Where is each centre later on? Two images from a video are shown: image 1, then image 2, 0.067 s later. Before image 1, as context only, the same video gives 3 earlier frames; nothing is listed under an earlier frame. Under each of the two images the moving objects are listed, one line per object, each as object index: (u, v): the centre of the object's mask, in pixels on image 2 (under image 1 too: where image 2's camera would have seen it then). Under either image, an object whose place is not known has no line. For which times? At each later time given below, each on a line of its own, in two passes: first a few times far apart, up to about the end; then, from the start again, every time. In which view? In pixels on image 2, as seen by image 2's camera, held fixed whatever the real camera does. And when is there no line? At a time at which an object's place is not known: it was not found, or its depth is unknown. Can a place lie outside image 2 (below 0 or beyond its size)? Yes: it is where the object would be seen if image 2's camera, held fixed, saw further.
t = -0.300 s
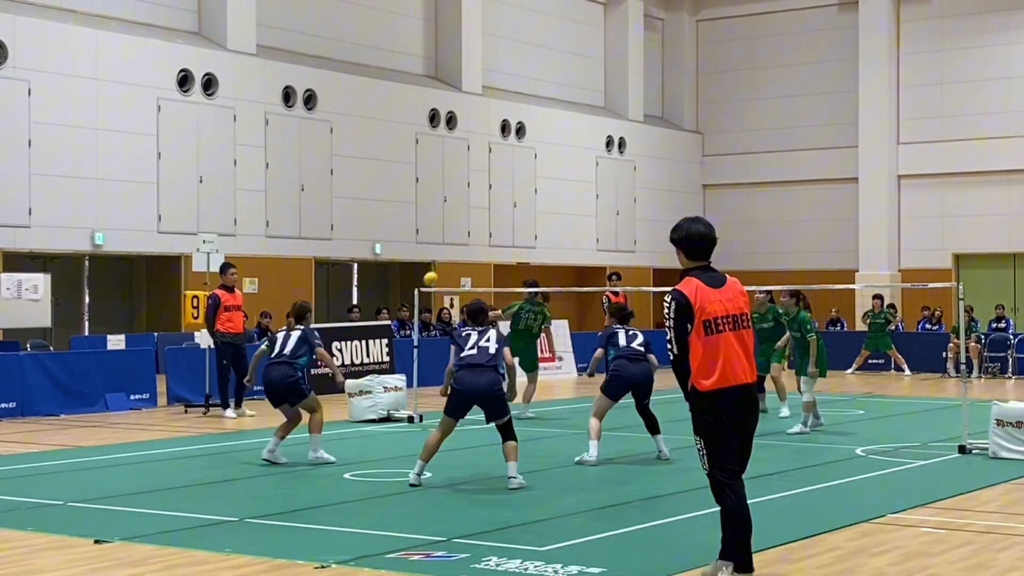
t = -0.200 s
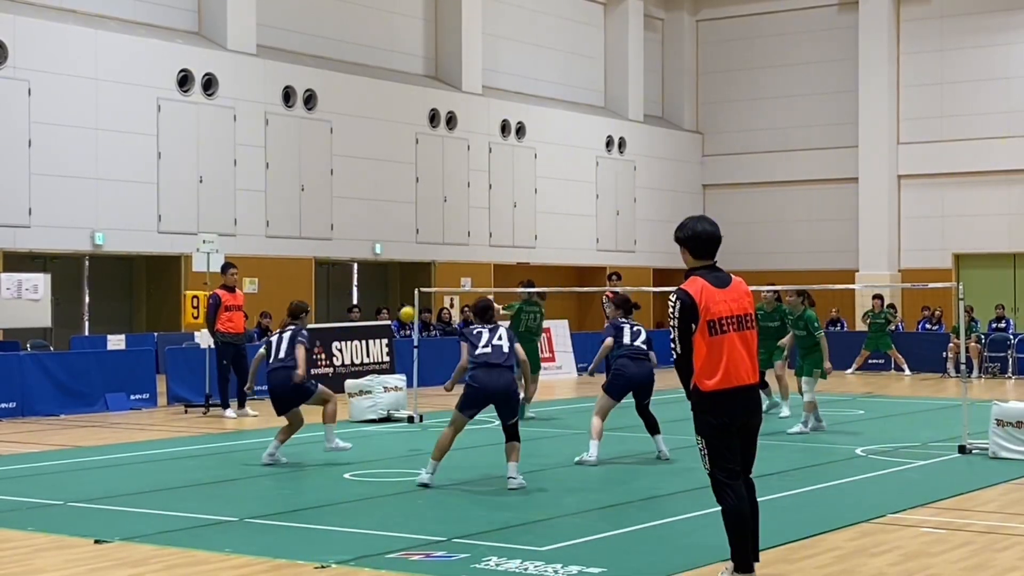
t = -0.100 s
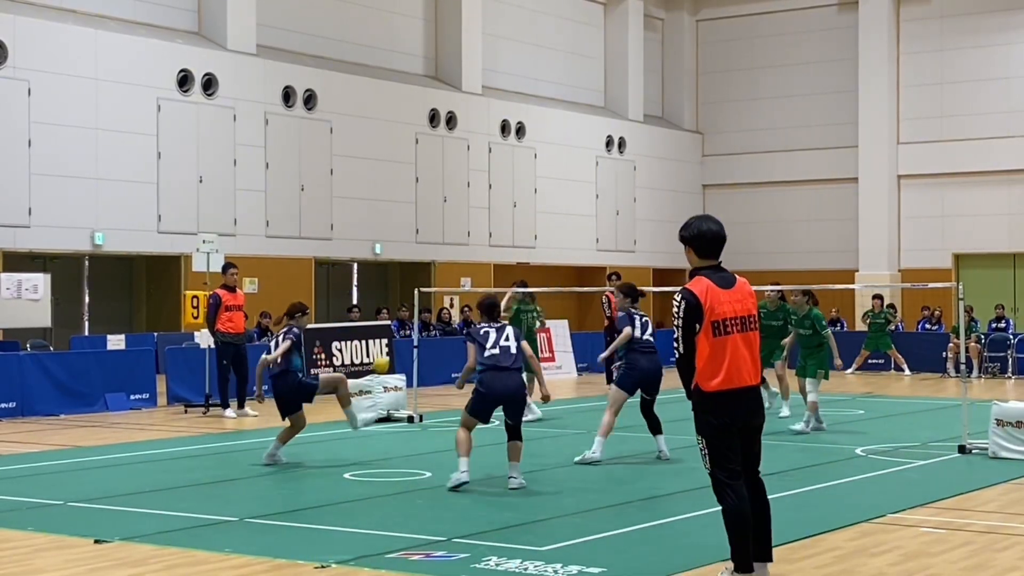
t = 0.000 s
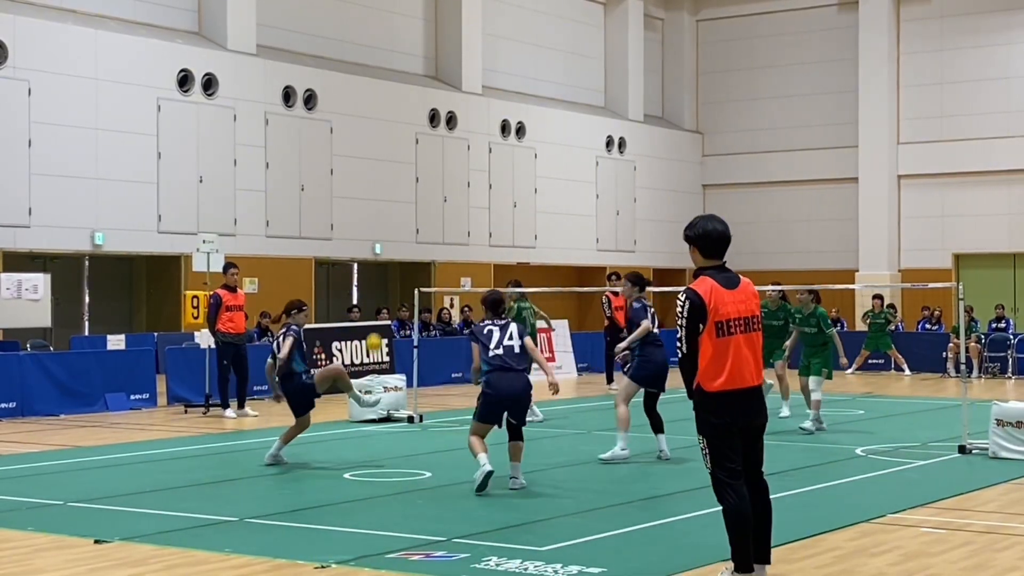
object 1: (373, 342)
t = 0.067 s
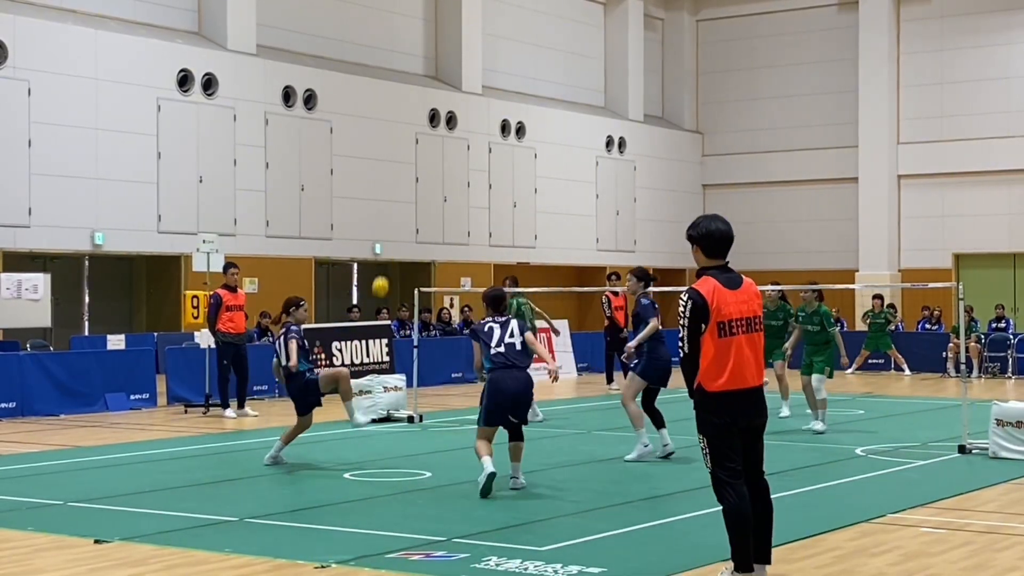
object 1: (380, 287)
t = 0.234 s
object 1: (397, 168)
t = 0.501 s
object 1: (423, 48)
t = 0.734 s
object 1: (446, 13)
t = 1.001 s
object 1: (474, 57)
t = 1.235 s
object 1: (498, 170)
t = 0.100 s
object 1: (383, 261)
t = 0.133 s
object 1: (388, 235)
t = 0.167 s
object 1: (391, 212)
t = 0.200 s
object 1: (394, 189)
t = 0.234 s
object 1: (397, 168)
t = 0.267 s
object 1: (400, 149)
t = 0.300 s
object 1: (404, 130)
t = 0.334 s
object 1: (407, 113)
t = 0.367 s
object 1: (410, 98)
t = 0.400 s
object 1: (413, 83)
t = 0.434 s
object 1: (417, 70)
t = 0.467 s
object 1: (420, 59)
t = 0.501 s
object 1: (423, 48)
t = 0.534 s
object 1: (427, 39)
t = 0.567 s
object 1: (430, 31)
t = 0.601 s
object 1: (433, 25)
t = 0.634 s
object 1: (436, 20)
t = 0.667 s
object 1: (440, 16)
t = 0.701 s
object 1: (443, 14)
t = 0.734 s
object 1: (446, 13)
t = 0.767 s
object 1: (450, 14)
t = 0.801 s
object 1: (453, 16)
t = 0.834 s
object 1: (456, 19)
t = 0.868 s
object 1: (460, 24)
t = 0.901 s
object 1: (463, 30)
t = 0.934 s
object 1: (467, 37)
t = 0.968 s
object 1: (470, 46)
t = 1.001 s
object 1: (474, 57)
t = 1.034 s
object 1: (477, 69)
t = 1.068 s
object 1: (480, 82)
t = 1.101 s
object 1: (484, 97)
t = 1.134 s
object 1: (488, 113)
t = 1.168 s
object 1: (491, 130)
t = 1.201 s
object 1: (494, 149)
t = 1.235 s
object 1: (498, 170)
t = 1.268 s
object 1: (502, 192)
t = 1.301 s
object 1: (505, 215)
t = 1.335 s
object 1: (508, 240)
